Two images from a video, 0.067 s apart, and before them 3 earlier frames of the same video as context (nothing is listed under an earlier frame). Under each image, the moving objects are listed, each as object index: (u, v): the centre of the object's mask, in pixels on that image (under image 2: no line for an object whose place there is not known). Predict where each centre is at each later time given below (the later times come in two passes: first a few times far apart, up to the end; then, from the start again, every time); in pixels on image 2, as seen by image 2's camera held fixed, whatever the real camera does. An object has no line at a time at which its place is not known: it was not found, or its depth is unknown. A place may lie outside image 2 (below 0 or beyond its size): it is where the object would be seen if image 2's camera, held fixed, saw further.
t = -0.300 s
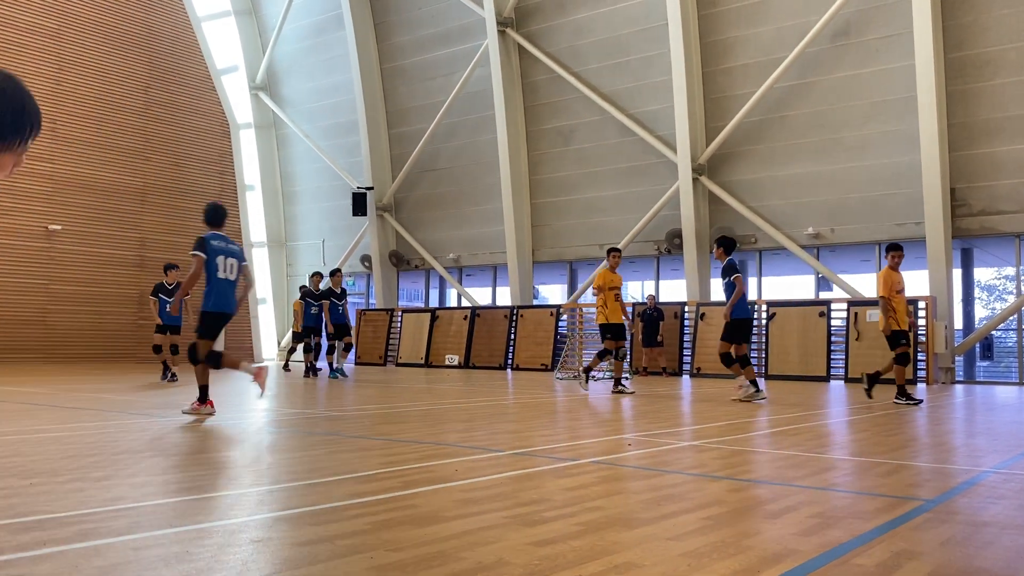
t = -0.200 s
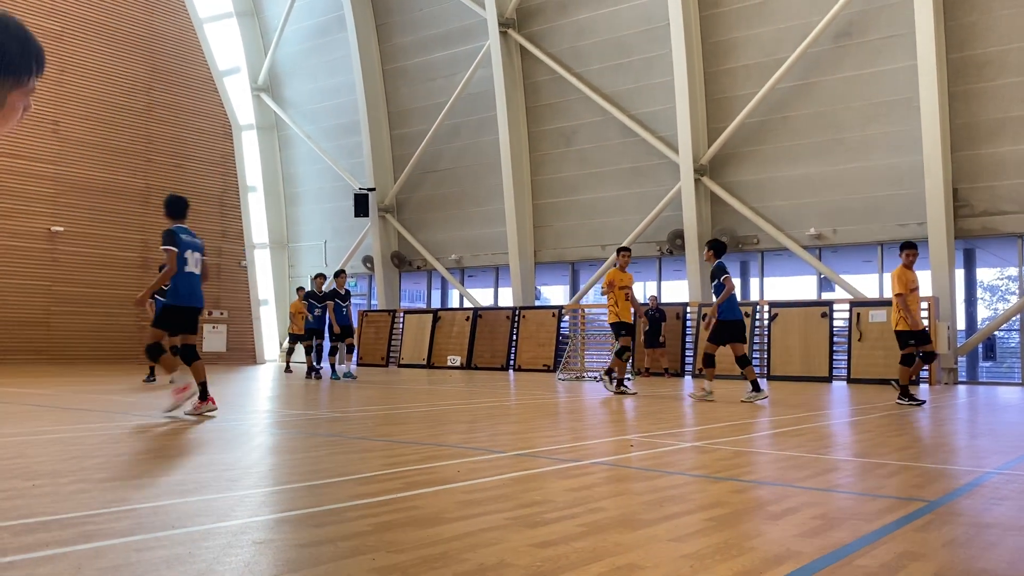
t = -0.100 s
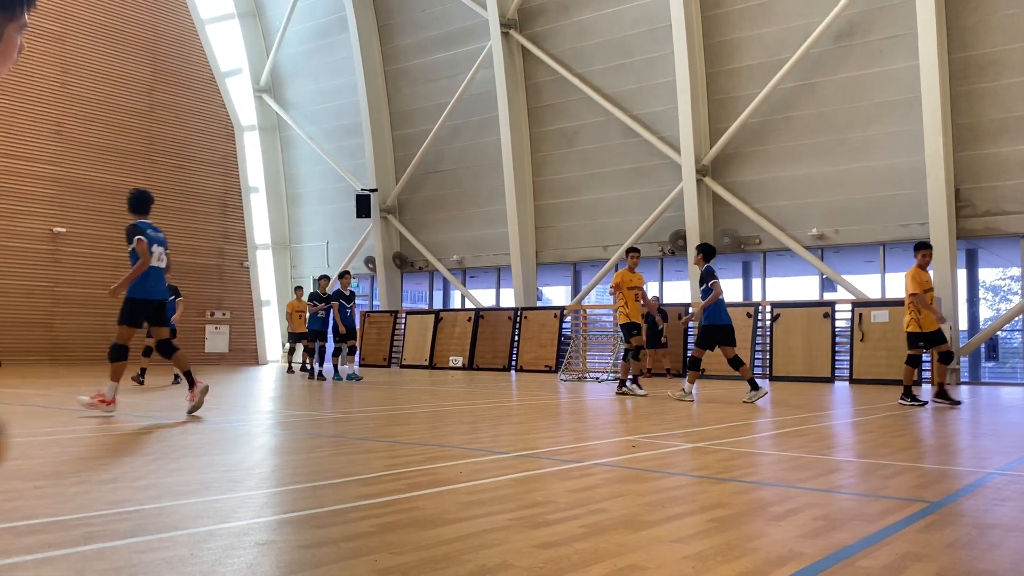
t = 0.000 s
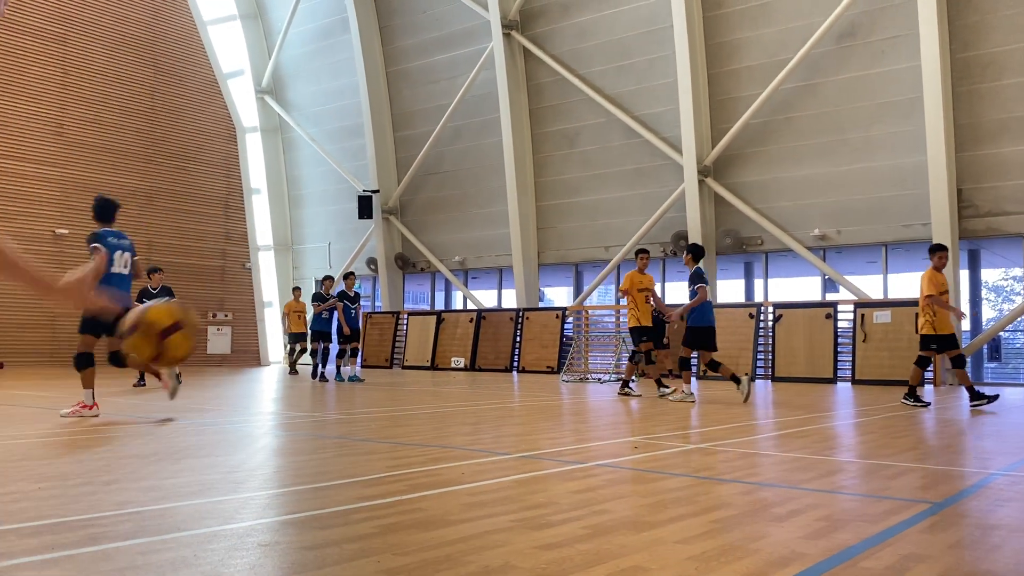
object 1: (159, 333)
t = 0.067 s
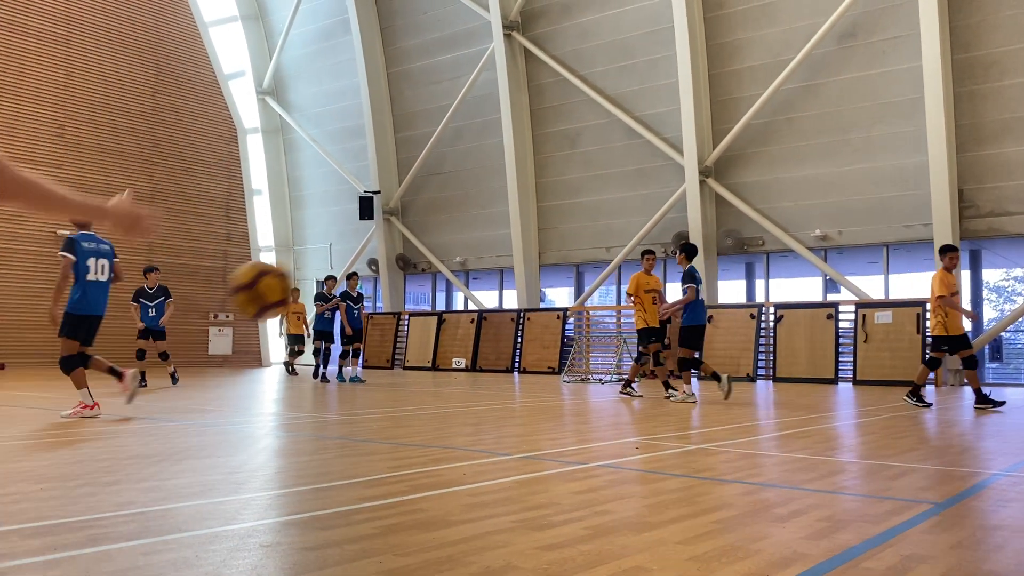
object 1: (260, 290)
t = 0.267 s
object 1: (459, 268)
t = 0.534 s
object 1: (601, 381)
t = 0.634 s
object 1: (639, 443)
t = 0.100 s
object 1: (305, 276)
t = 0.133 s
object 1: (343, 266)
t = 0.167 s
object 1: (377, 263)
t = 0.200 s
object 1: (407, 261)
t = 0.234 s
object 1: (434, 263)
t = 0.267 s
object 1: (459, 268)
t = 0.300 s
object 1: (482, 275)
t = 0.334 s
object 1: (502, 284)
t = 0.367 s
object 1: (522, 297)
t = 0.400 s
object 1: (540, 312)
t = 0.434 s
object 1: (556, 326)
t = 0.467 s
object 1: (572, 344)
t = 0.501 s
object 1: (587, 360)
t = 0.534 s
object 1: (601, 381)
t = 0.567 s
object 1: (614, 402)
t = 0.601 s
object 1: (627, 422)
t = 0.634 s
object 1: (639, 443)
